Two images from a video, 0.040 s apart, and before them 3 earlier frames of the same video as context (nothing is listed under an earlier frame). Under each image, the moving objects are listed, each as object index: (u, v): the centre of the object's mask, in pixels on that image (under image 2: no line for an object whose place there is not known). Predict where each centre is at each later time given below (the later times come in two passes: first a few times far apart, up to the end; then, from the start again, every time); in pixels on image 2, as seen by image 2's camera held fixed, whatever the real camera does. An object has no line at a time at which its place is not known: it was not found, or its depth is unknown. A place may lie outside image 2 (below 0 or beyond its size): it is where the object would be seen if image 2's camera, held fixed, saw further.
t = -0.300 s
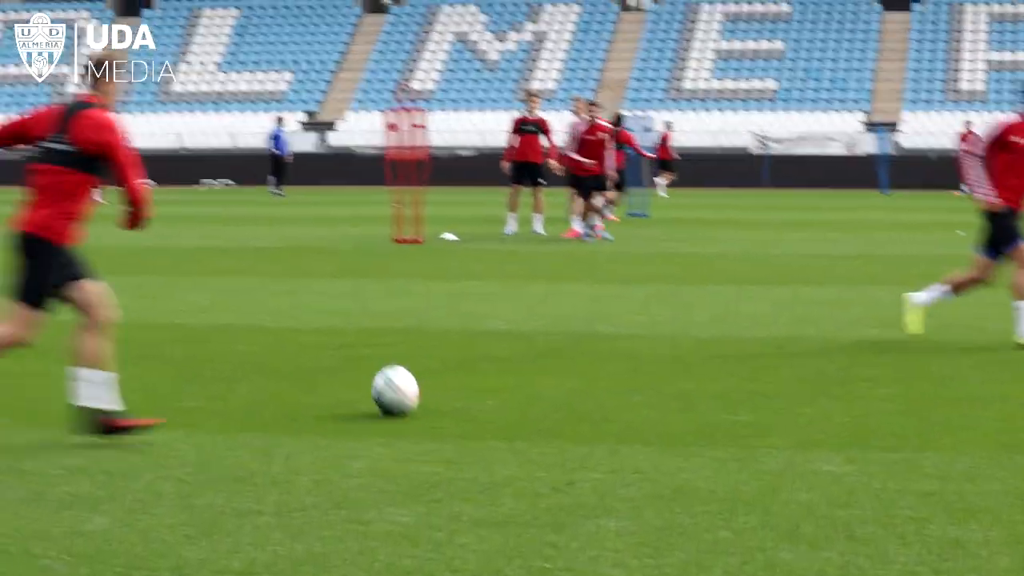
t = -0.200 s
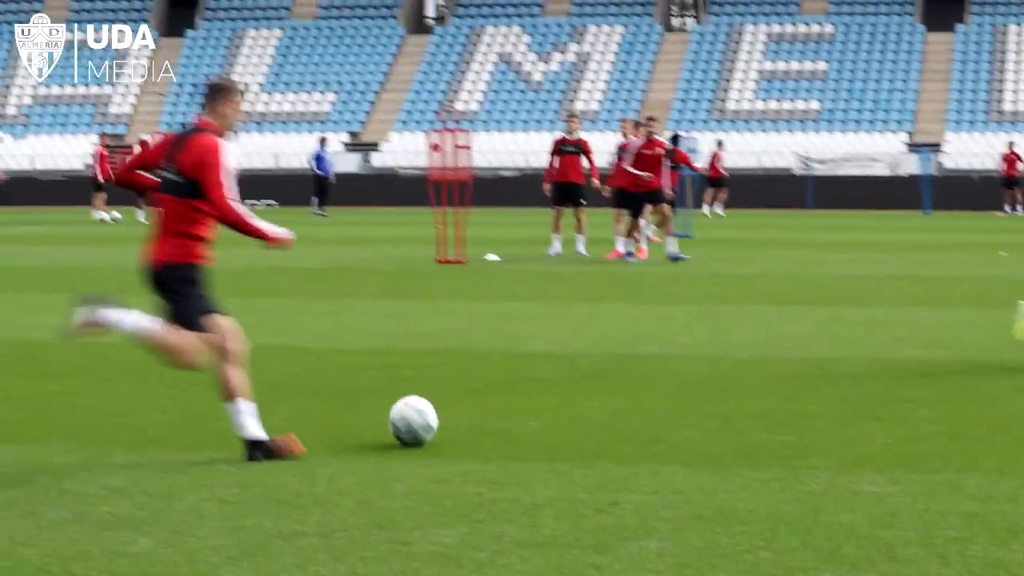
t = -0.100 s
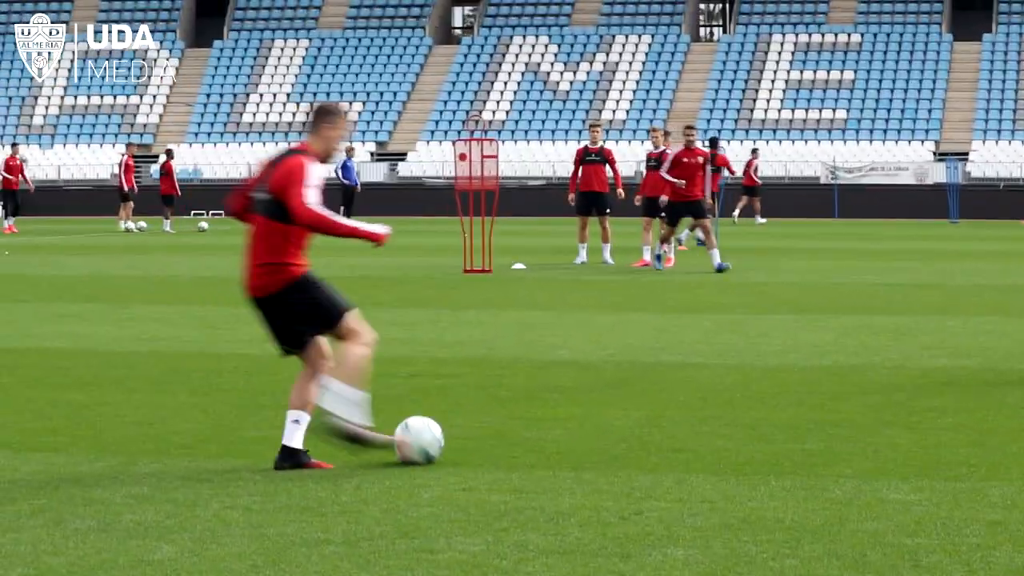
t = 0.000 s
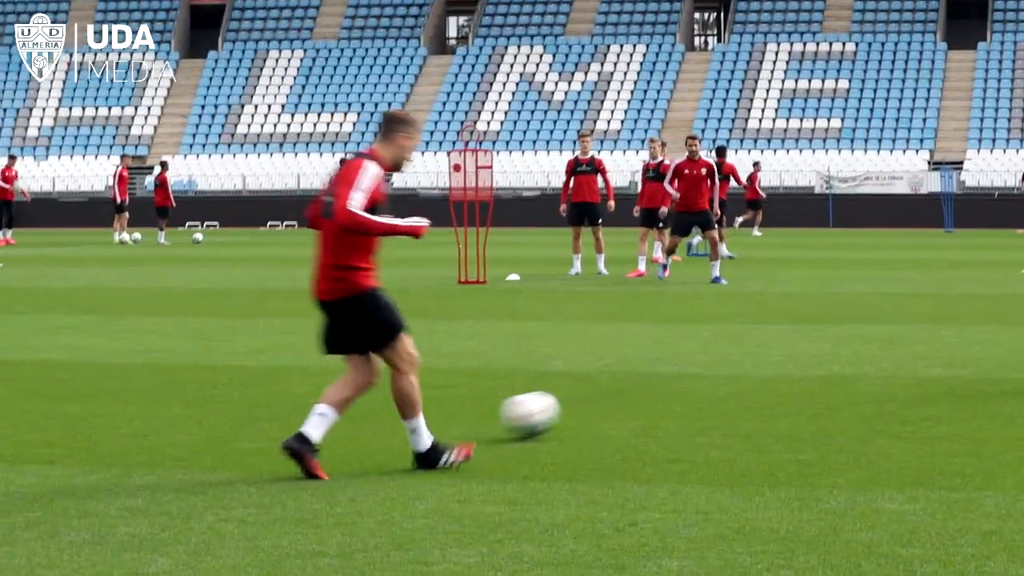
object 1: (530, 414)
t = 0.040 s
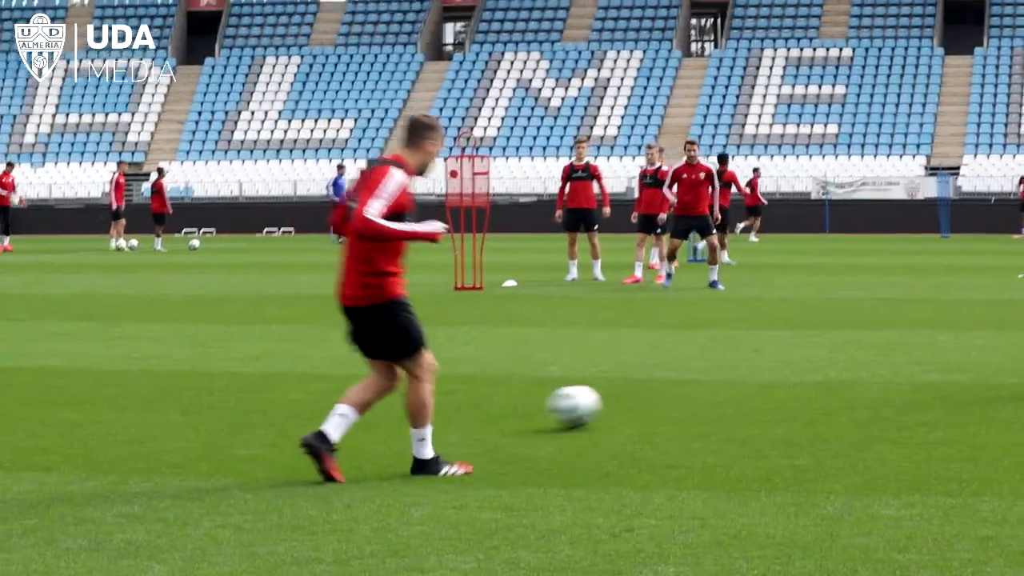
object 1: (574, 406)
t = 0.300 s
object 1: (750, 349)
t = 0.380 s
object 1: (778, 333)
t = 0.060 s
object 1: (595, 400)
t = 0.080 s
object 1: (615, 395)
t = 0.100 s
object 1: (632, 389)
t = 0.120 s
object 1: (649, 384)
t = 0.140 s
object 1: (663, 378)
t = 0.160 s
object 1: (677, 373)
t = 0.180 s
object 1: (692, 368)
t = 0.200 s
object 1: (703, 364)
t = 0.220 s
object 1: (715, 361)
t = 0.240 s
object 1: (725, 359)
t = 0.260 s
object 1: (734, 357)
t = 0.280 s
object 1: (742, 354)
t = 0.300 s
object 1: (750, 349)
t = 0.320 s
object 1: (758, 344)
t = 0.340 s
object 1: (765, 339)
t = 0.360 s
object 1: (772, 336)
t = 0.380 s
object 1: (778, 333)
